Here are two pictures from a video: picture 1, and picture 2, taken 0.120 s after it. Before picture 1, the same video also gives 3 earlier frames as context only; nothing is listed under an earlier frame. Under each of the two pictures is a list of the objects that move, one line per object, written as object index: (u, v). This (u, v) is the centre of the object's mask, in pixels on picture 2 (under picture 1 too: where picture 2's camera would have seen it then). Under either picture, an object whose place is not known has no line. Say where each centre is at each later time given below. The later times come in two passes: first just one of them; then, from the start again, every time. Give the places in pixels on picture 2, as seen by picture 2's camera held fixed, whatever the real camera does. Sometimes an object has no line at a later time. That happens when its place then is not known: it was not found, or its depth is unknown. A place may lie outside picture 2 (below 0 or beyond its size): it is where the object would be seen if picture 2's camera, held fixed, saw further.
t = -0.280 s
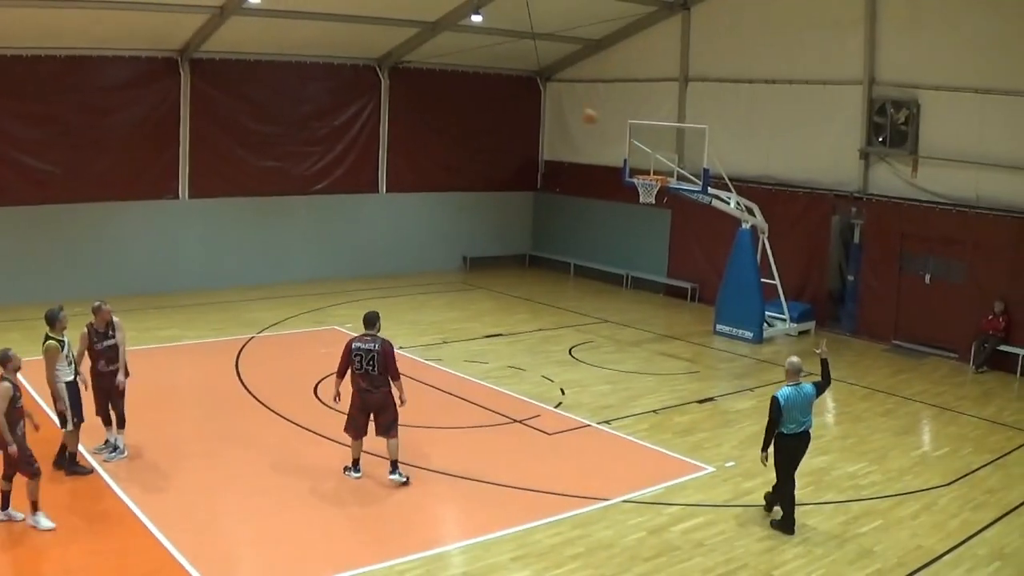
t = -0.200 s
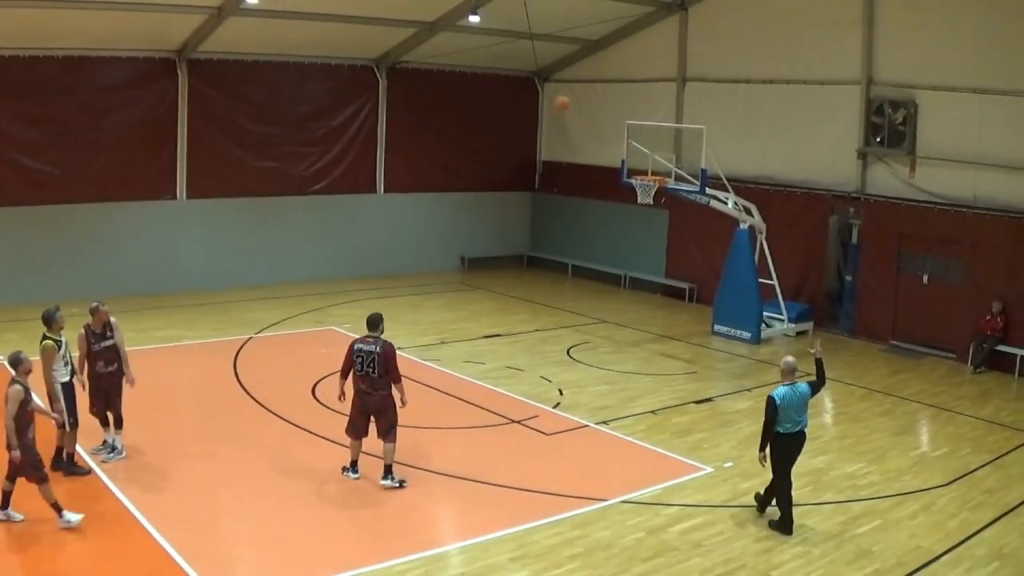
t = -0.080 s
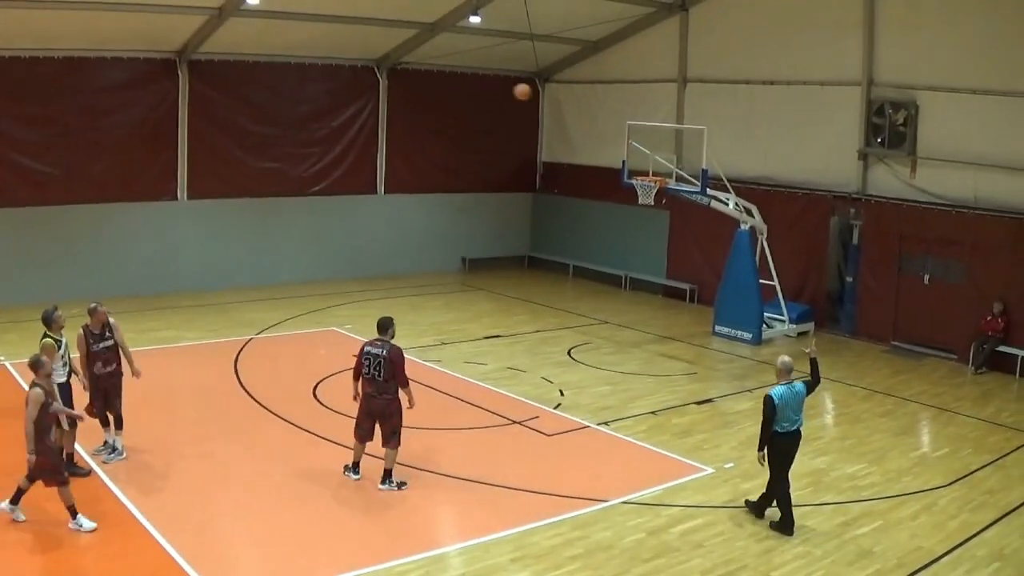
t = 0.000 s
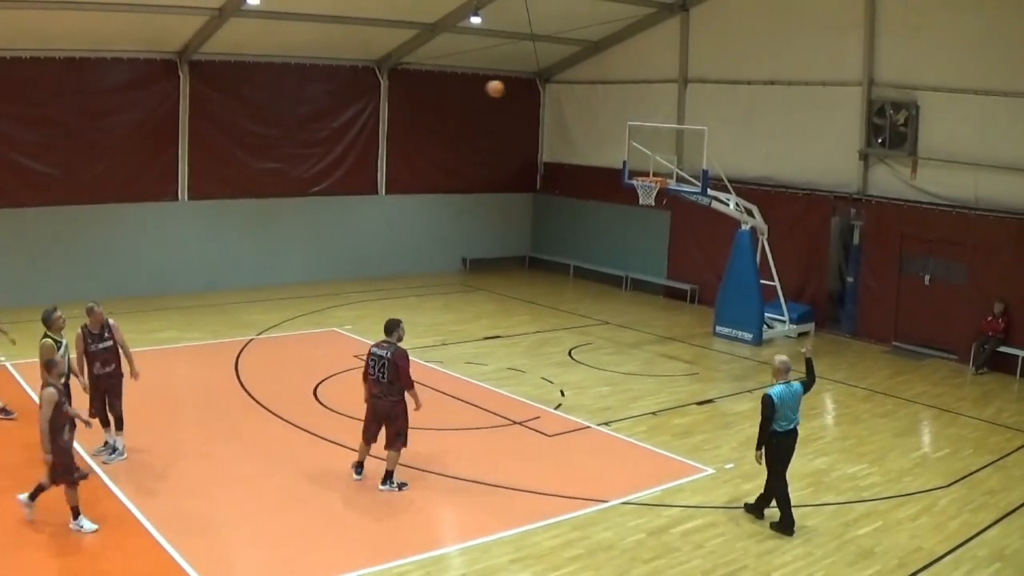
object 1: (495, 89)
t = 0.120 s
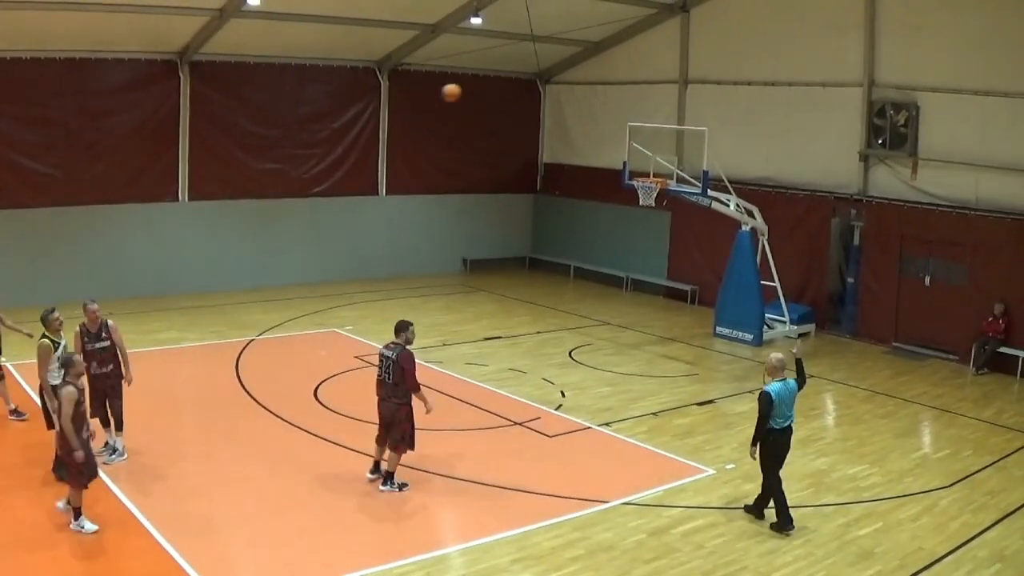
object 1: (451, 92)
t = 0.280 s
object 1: (389, 113)
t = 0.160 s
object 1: (436, 96)
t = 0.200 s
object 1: (420, 101)
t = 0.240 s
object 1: (405, 107)
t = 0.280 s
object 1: (389, 113)
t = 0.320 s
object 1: (371, 123)
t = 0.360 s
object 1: (355, 133)
